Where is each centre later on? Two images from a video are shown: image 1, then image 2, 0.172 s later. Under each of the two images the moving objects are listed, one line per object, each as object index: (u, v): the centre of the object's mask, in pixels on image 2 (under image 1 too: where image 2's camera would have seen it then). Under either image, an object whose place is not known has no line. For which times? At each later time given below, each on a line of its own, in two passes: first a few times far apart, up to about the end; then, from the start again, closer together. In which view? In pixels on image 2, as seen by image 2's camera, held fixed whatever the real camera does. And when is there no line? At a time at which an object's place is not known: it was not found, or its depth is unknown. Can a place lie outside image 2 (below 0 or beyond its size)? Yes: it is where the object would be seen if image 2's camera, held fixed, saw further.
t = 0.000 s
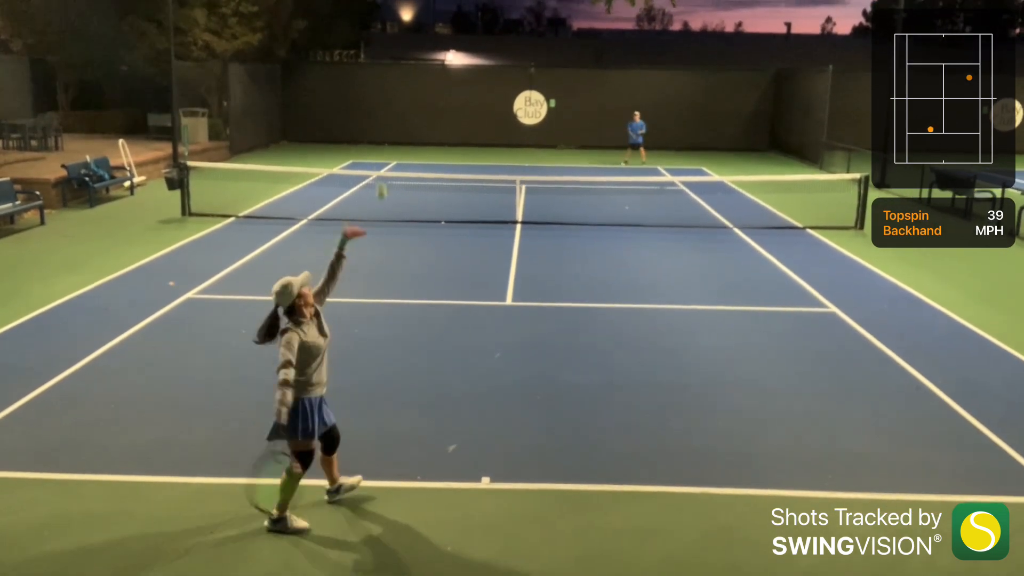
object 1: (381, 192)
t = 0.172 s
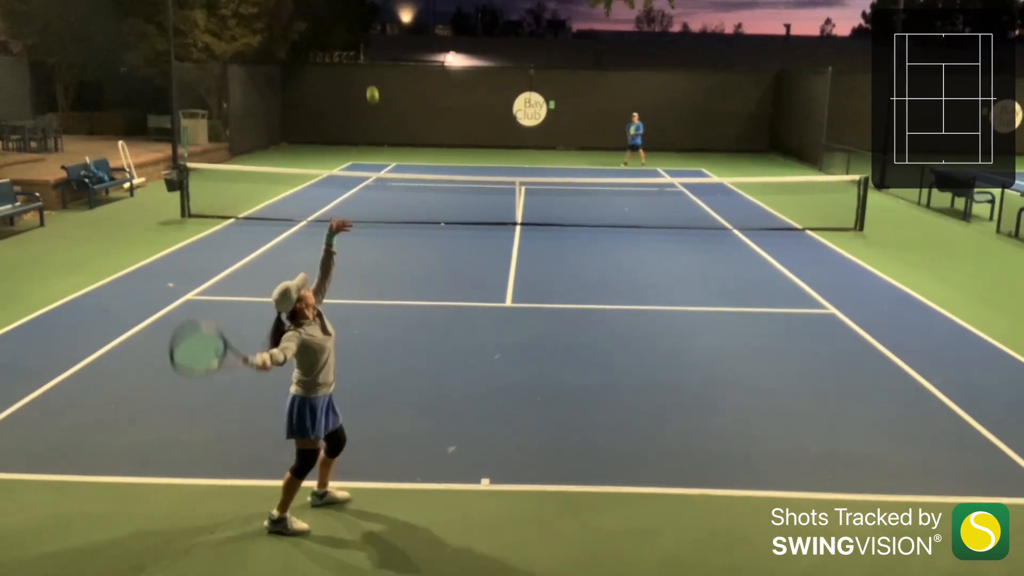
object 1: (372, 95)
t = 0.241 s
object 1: (369, 67)
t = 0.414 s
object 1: (361, 28)
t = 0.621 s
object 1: (351, 41)
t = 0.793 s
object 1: (344, 101)
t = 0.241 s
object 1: (369, 67)
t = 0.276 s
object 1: (367, 55)
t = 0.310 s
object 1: (366, 46)
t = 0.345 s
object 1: (364, 38)
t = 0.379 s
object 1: (362, 32)
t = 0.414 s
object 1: (361, 28)
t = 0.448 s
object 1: (359, 26)
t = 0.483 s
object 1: (358, 25)
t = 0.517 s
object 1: (356, 27)
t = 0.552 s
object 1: (354, 30)
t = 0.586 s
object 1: (353, 35)
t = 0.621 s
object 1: (351, 41)
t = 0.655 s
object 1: (350, 50)
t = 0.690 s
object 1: (348, 60)
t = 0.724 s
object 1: (347, 72)
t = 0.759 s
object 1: (346, 86)
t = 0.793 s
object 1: (344, 101)
